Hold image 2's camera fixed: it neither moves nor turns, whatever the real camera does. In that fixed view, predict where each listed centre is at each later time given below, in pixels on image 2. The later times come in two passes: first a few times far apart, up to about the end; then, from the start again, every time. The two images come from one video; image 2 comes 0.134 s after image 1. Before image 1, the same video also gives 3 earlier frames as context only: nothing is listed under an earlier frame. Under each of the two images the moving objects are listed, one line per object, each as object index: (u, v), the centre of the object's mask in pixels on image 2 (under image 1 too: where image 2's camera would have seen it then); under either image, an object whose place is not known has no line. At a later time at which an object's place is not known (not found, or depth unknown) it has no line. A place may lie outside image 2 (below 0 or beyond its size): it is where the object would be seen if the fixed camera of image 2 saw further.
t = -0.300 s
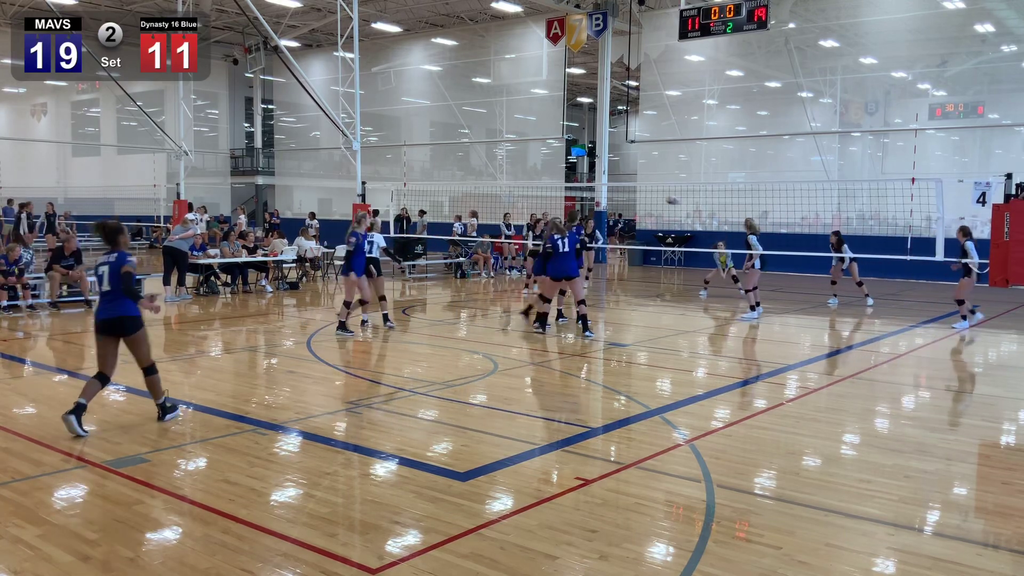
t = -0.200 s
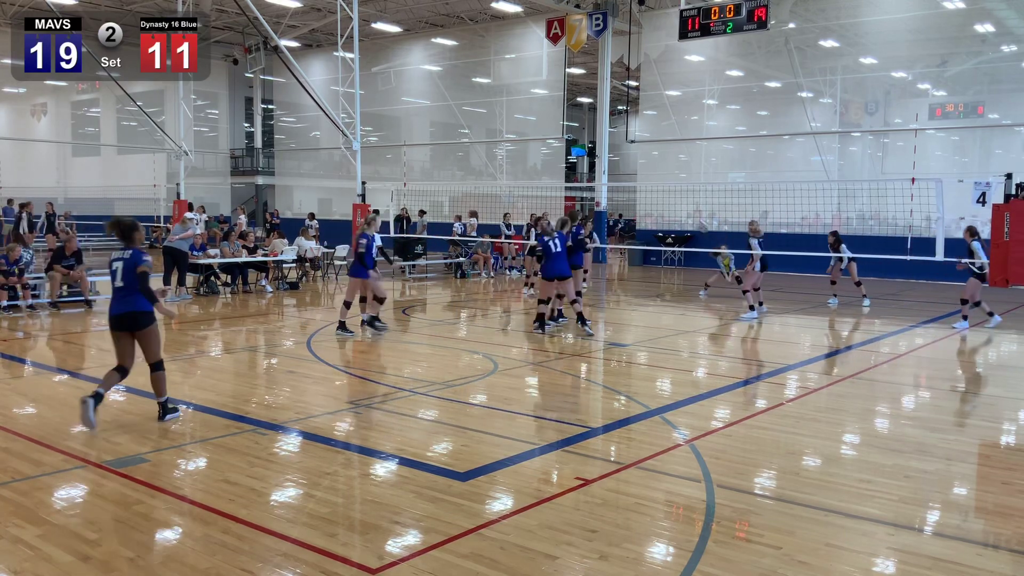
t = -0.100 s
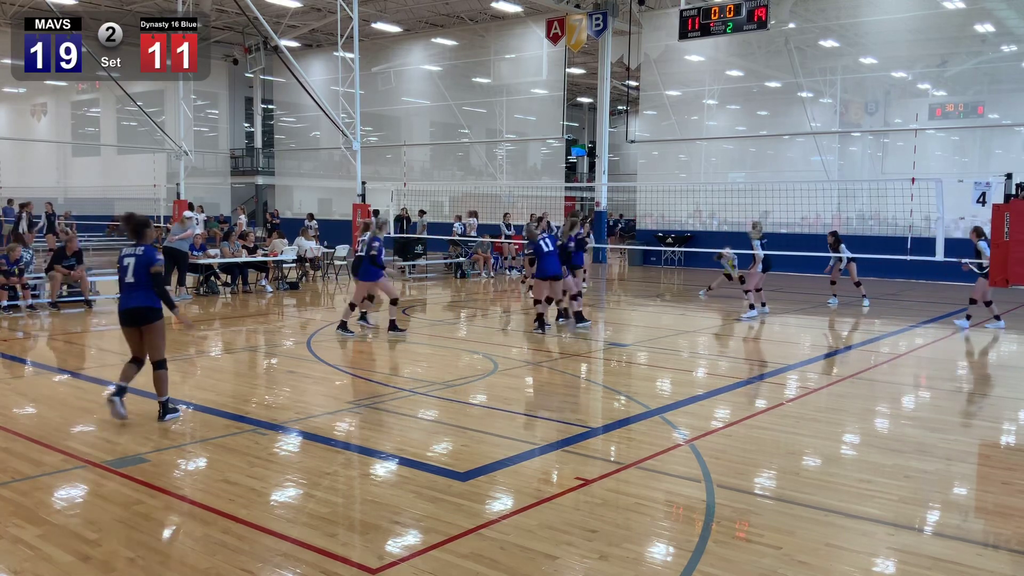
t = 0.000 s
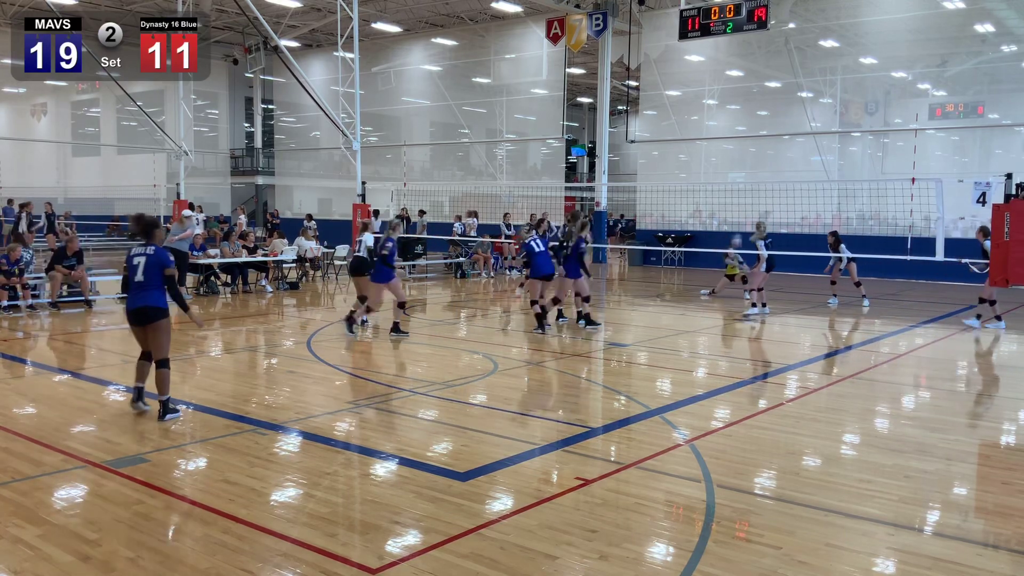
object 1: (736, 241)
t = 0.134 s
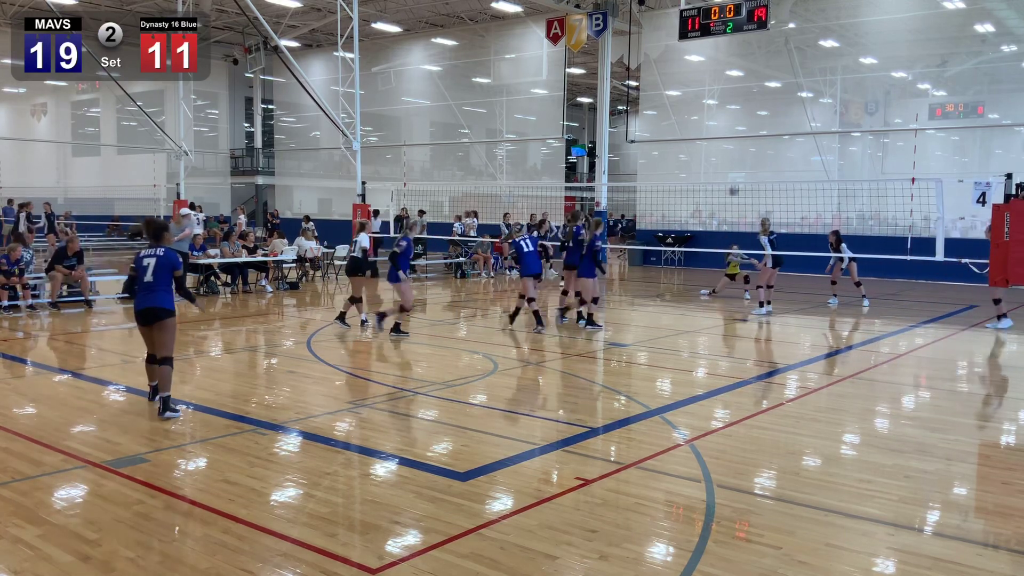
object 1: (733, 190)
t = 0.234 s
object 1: (731, 158)
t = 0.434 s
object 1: (726, 104)
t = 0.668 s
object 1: (718, 65)
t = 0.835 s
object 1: (712, 54)
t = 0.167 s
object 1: (732, 178)
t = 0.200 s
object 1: (732, 167)
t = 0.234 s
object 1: (731, 158)
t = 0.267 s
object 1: (730, 148)
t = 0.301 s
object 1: (730, 136)
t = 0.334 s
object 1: (729, 128)
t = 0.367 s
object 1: (728, 119)
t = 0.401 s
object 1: (727, 112)
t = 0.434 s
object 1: (726, 104)
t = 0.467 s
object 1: (725, 97)
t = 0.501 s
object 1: (724, 90)
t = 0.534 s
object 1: (723, 84)
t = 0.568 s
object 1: (722, 79)
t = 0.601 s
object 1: (721, 74)
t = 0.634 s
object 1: (720, 70)
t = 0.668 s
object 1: (718, 65)
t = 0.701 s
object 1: (717, 62)
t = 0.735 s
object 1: (716, 59)
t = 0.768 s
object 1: (715, 57)
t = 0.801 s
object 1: (713, 55)
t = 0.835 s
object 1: (712, 54)
